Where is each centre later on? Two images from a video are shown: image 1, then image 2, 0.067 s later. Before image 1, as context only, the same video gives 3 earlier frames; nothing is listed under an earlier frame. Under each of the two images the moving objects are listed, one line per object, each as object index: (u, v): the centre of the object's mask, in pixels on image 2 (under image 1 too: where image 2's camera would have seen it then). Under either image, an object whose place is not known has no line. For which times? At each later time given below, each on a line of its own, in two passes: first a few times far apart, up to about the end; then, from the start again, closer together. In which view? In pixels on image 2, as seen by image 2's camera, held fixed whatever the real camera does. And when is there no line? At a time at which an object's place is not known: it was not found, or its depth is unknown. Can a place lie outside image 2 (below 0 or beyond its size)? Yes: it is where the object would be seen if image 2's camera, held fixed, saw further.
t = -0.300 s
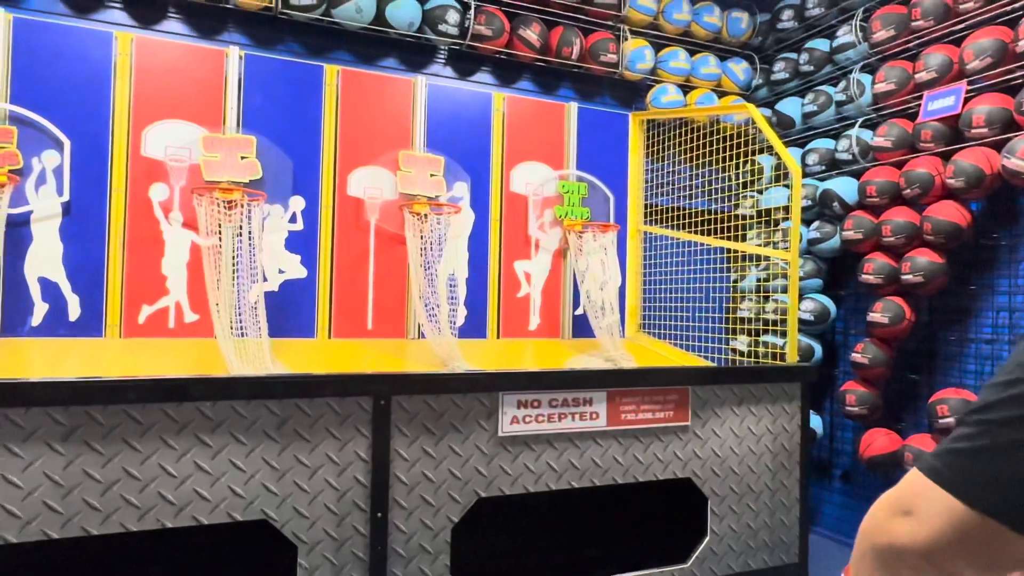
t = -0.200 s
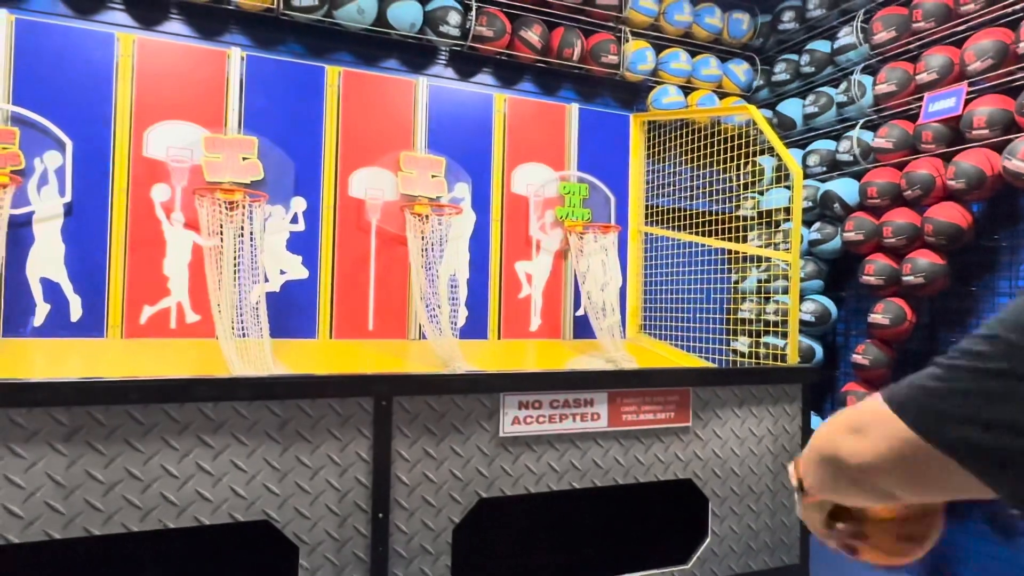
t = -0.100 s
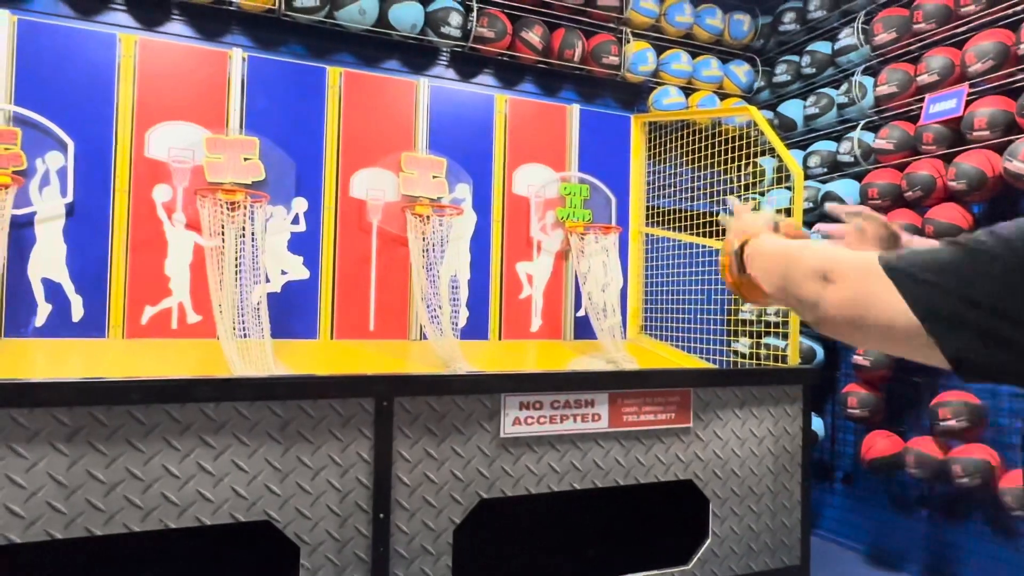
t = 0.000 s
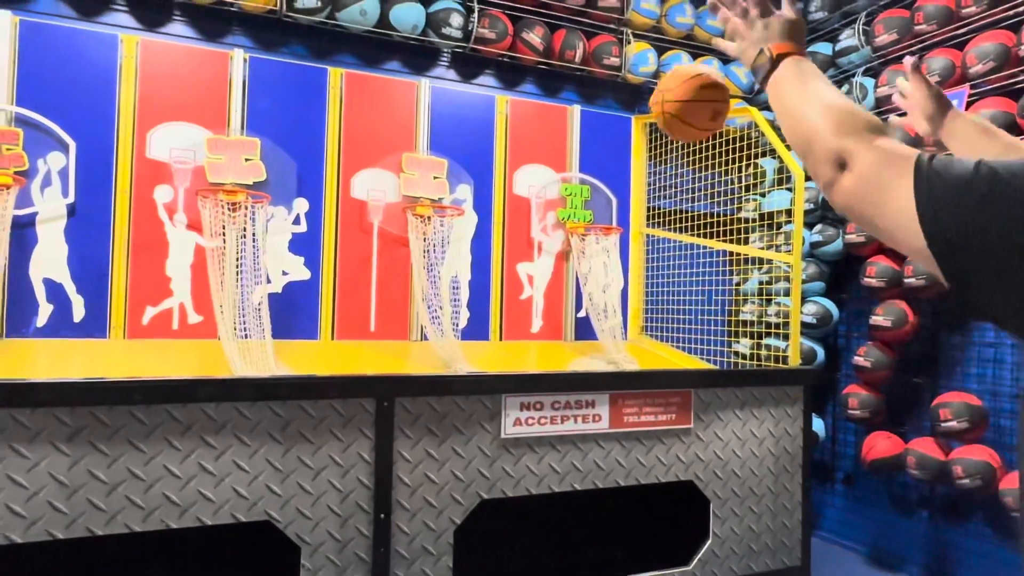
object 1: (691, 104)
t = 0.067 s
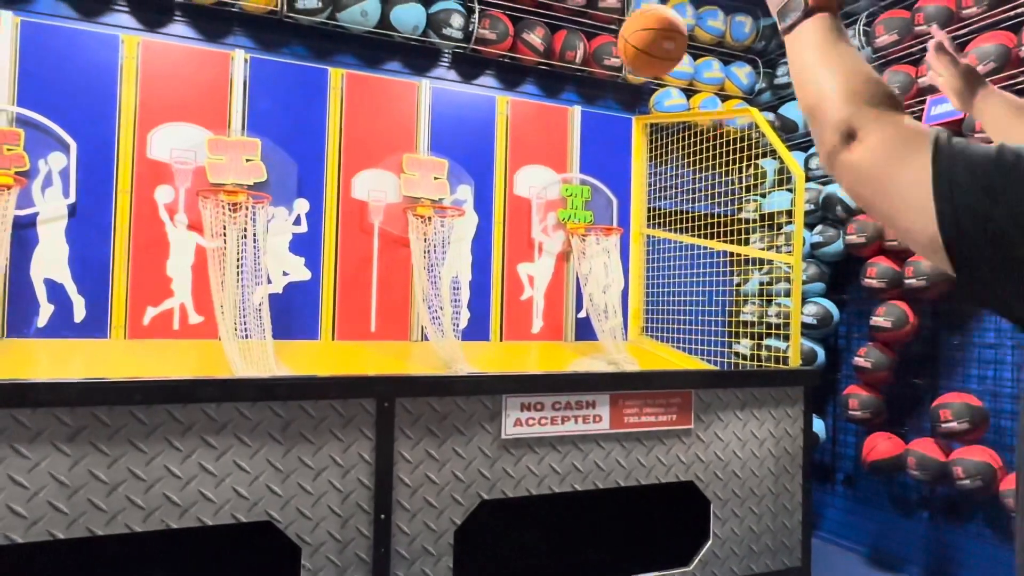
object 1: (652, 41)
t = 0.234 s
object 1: (582, 7)
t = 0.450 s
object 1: (522, 40)
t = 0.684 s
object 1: (477, 180)
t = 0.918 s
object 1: (574, 177)
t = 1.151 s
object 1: (681, 247)
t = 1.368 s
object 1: (667, 339)
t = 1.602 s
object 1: (663, 351)
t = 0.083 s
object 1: (644, 31)
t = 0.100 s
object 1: (636, 25)
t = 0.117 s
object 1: (630, 20)
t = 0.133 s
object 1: (622, 17)
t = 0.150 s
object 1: (614, 14)
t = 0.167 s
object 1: (607, 12)
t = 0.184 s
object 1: (601, 10)
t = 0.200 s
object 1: (594, 9)
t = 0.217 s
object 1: (587, 8)
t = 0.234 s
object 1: (582, 7)
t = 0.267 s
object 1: (571, 6)
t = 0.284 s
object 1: (565, 7)
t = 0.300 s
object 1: (561, 8)
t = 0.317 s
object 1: (557, 8)
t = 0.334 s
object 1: (552, 10)
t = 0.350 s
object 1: (547, 12)
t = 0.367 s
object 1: (543, 15)
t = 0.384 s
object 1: (538, 18)
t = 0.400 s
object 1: (534, 22)
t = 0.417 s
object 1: (530, 27)
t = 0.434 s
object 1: (526, 33)
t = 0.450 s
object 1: (522, 40)
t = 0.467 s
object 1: (518, 48)
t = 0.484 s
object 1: (515, 56)
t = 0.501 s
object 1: (511, 64)
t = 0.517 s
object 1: (508, 72)
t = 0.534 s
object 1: (504, 82)
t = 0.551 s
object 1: (501, 93)
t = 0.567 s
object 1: (498, 103)
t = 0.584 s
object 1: (494, 113)
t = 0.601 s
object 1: (491, 123)
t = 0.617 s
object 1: (487, 134)
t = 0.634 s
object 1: (485, 145)
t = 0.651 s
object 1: (482, 156)
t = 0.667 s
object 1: (479, 167)
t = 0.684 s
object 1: (477, 180)
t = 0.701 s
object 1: (474, 192)
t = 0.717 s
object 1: (475, 197)
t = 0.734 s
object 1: (484, 193)
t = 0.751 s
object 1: (493, 189)
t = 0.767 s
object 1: (502, 186)
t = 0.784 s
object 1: (510, 182)
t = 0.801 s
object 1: (518, 180)
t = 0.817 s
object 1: (527, 178)
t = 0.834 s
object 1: (534, 177)
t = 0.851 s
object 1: (542, 176)
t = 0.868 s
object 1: (550, 175)
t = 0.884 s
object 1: (558, 175)
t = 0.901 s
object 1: (566, 176)
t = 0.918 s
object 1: (574, 177)
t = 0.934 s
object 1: (582, 178)
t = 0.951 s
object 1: (590, 180)
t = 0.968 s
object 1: (598, 183)
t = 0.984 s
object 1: (606, 186)
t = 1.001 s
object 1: (614, 190)
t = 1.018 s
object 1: (621, 194)
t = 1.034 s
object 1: (629, 199)
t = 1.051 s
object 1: (636, 204)
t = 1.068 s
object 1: (644, 210)
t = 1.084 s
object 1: (651, 216)
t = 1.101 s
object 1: (659, 223)
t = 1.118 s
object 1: (667, 230)
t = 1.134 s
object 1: (674, 238)
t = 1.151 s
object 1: (681, 247)
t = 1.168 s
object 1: (686, 254)
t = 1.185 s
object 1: (685, 256)
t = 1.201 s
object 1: (684, 262)
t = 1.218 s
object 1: (683, 267)
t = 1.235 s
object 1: (681, 273)
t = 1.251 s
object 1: (679, 279)
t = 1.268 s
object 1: (678, 286)
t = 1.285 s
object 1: (677, 294)
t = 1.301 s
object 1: (674, 301)
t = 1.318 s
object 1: (673, 310)
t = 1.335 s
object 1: (671, 319)
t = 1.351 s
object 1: (670, 329)
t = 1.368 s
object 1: (667, 339)
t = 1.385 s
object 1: (665, 351)
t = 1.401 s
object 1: (662, 357)
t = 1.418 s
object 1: (662, 361)
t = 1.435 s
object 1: (662, 360)
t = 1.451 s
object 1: (661, 357)
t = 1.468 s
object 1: (661, 356)
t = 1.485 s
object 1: (662, 355)
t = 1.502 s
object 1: (662, 353)
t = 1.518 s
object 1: (662, 352)
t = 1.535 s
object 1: (662, 351)
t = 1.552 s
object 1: (663, 350)
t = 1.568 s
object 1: (663, 350)
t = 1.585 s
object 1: (663, 350)
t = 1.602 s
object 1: (663, 351)
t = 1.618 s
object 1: (663, 352)
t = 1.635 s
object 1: (662, 353)
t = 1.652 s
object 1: (662, 354)
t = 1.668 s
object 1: (661, 357)
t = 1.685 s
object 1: (661, 358)
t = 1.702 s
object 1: (661, 359)
